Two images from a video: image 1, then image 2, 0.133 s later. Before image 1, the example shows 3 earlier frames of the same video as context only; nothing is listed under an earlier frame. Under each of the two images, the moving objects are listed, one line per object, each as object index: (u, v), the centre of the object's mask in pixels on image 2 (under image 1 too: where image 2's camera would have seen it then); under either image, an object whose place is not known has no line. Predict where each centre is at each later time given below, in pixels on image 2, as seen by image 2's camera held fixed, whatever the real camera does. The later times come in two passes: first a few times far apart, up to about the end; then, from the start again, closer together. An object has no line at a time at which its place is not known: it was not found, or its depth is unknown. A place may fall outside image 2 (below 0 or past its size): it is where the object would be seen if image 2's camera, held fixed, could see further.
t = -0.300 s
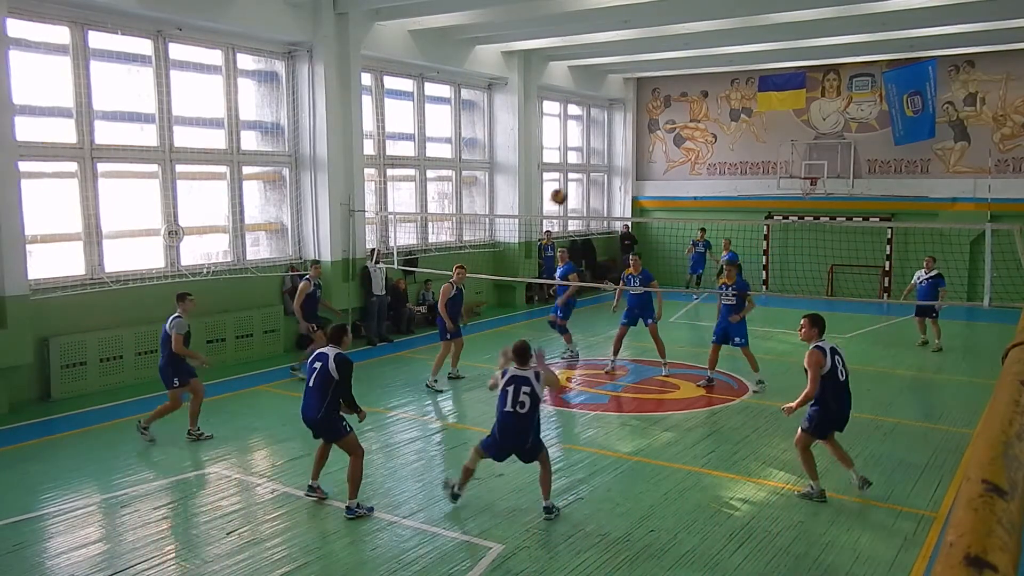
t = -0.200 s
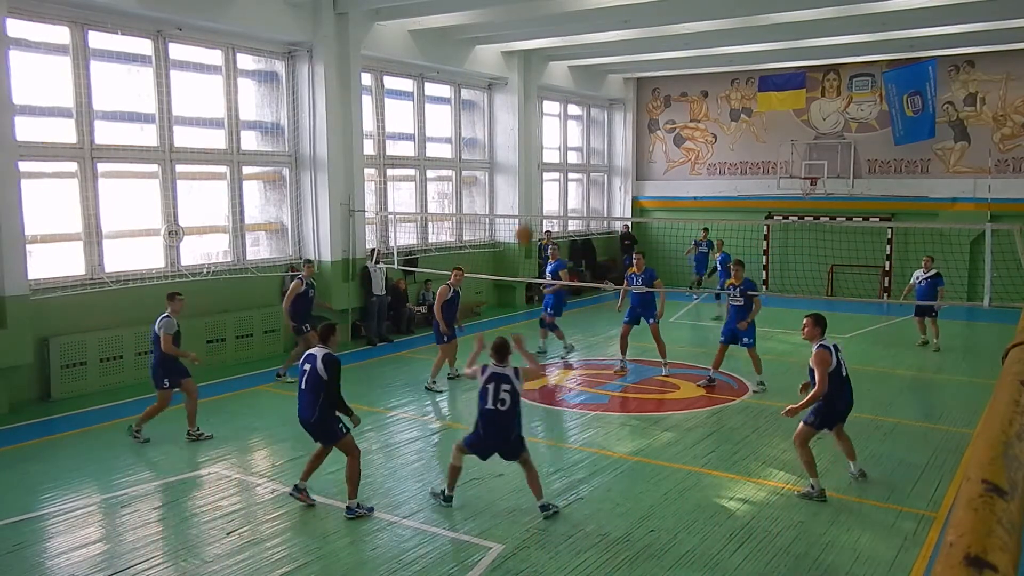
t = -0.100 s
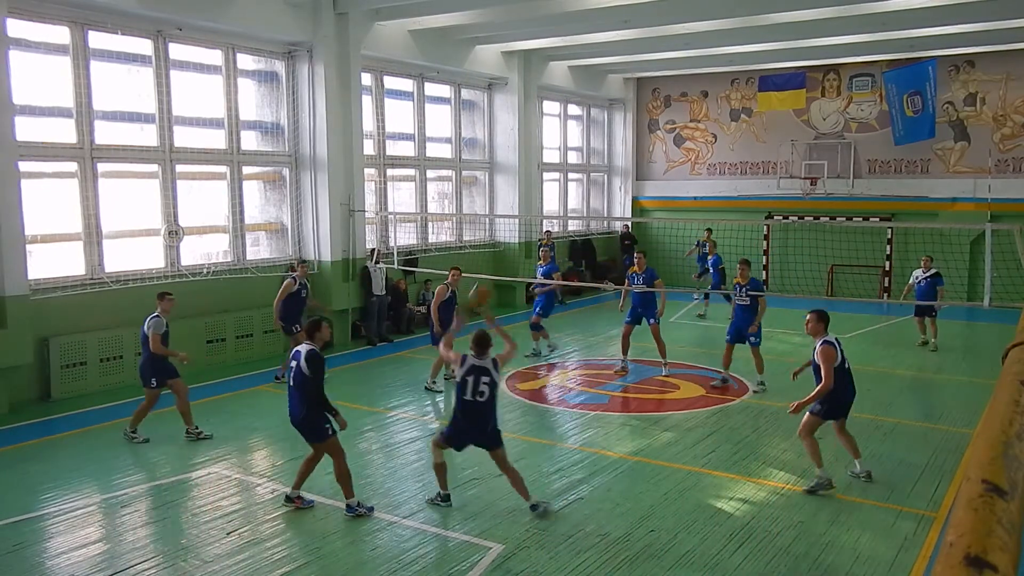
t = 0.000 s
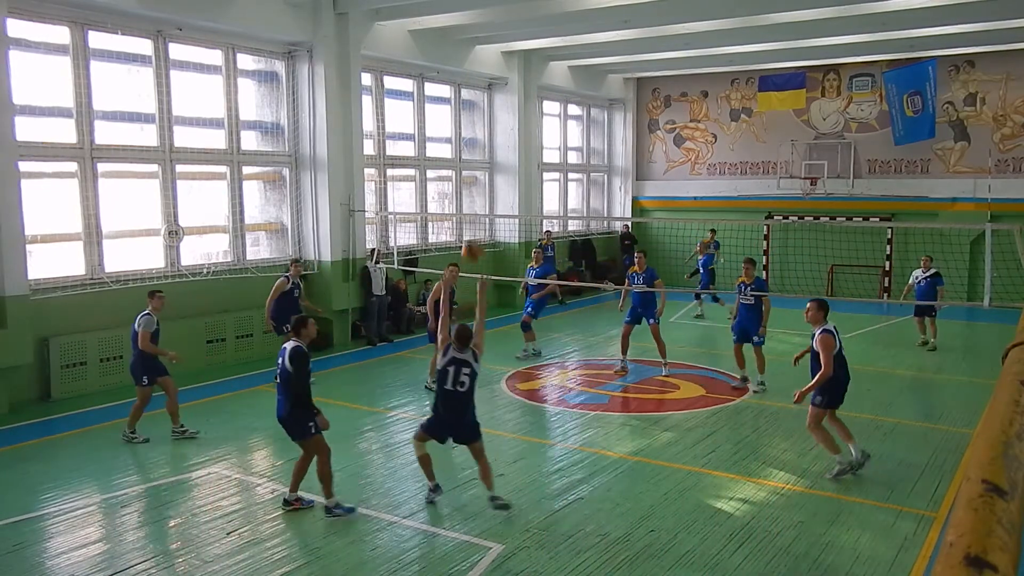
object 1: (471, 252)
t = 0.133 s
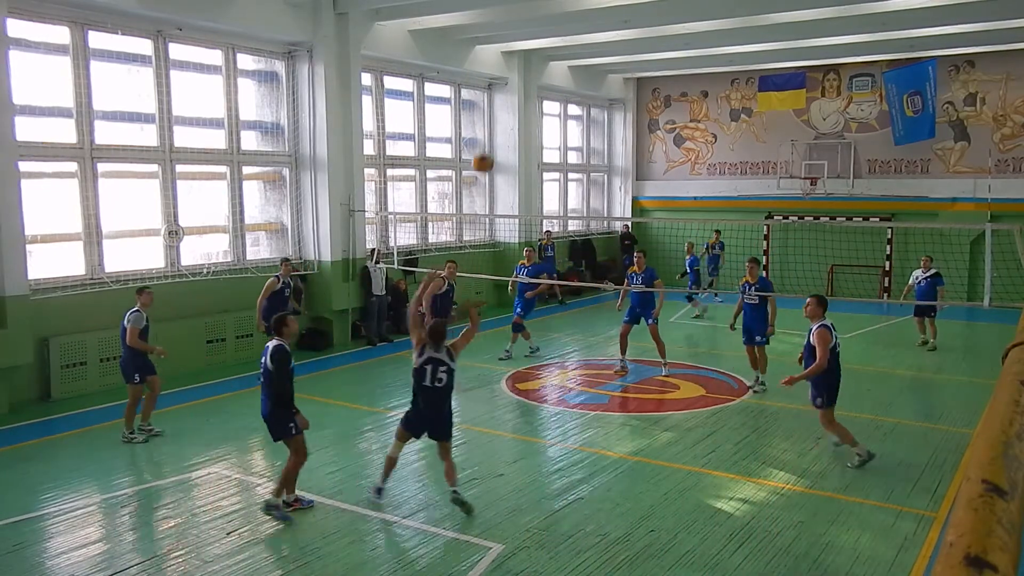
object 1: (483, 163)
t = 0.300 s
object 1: (496, 87)
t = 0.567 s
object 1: (515, 36)
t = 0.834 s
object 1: (531, 53)
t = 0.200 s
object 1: (488, 128)
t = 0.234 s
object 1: (490, 113)
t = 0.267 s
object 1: (493, 100)
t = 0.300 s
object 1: (496, 87)
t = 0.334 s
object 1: (497, 77)
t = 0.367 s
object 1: (500, 67)
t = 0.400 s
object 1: (503, 59)
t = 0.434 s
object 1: (505, 52)
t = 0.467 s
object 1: (507, 46)
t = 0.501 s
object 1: (510, 41)
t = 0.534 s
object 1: (512, 38)
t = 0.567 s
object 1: (515, 36)
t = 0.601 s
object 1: (516, 34)
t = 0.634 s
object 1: (518, 34)
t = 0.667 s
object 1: (521, 35)
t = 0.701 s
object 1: (523, 37)
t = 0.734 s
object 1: (525, 39)
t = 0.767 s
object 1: (527, 42)
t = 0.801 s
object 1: (529, 47)
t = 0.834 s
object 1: (531, 53)
